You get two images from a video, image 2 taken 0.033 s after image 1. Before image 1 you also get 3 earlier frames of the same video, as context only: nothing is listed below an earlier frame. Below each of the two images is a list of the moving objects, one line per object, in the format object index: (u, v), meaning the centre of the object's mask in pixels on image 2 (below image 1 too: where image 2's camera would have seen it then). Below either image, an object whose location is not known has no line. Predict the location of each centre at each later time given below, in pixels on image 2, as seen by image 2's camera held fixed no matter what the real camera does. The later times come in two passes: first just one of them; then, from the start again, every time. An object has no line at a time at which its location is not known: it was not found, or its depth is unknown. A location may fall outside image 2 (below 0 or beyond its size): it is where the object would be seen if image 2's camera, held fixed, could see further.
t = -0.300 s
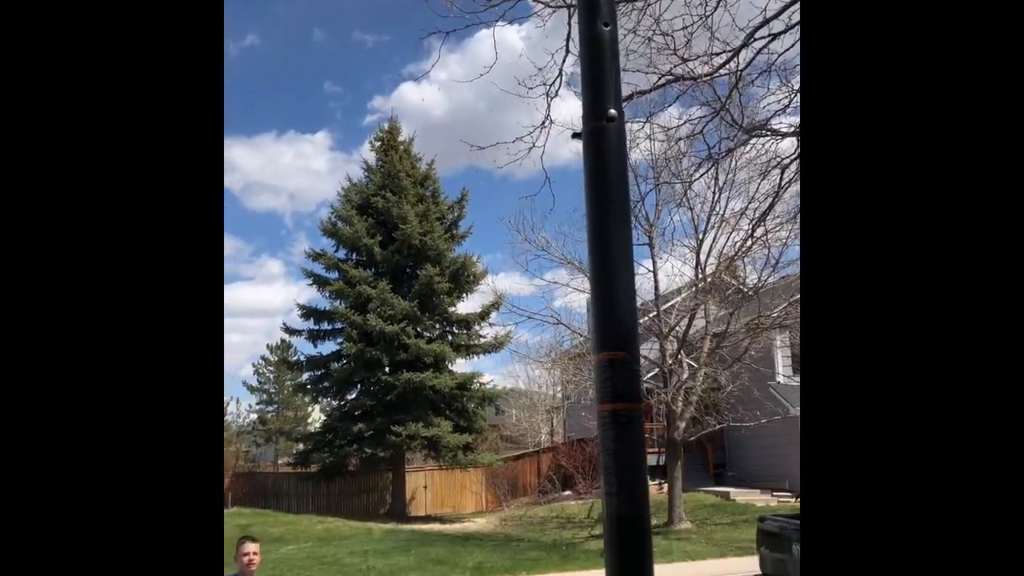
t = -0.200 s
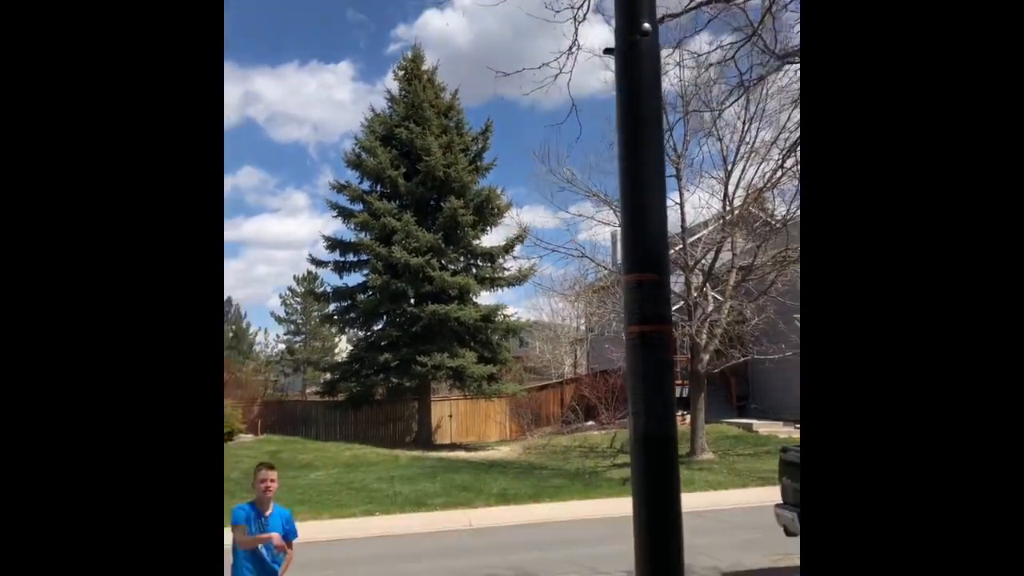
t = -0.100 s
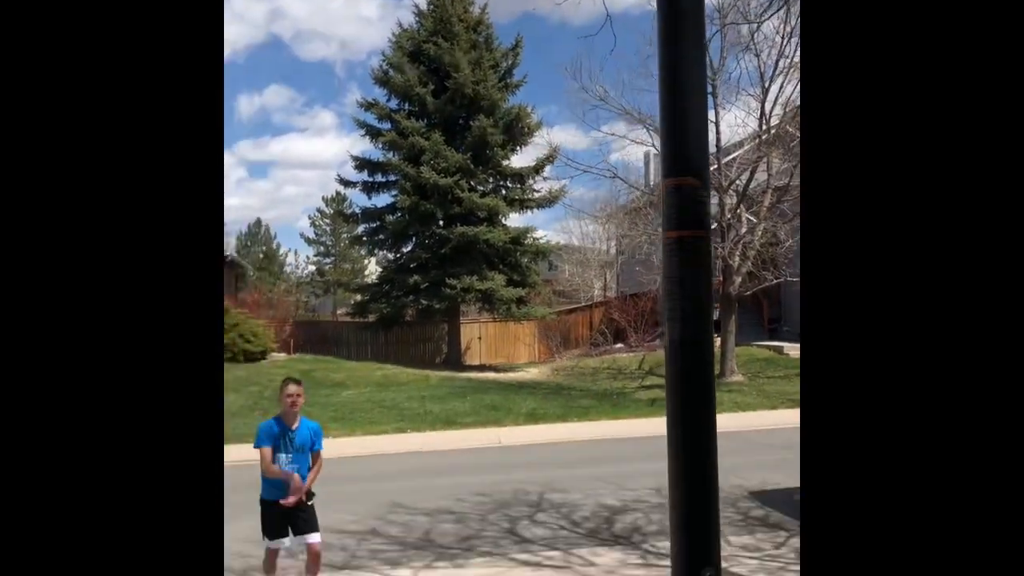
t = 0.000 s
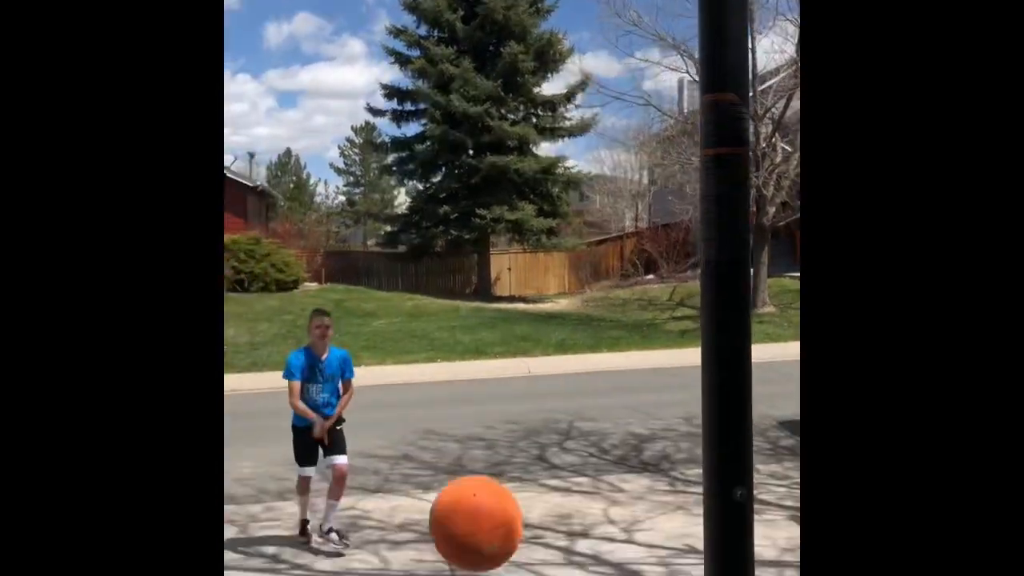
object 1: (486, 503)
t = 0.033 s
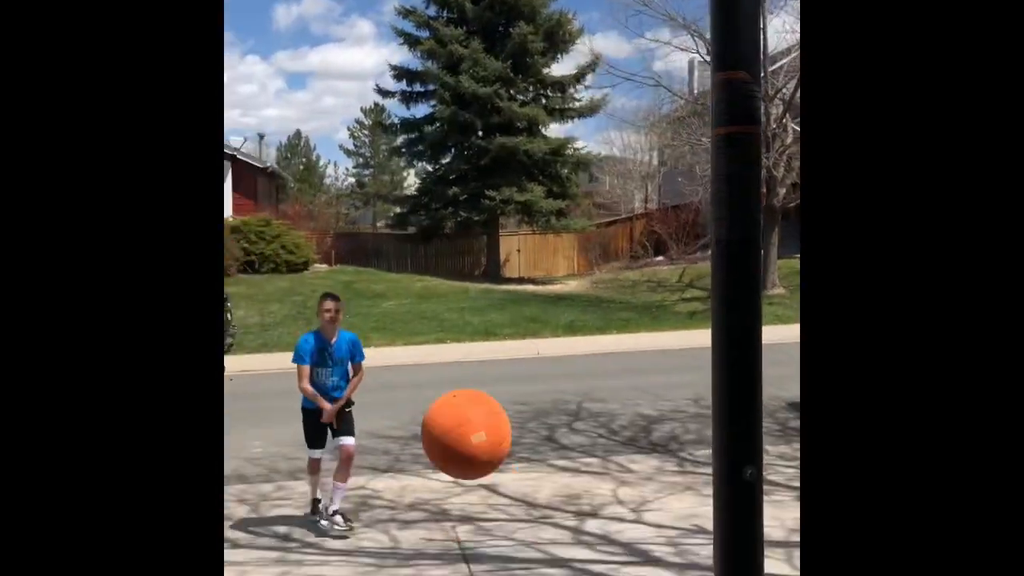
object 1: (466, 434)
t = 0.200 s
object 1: (382, 192)
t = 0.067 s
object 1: (448, 373)
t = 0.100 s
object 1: (430, 319)
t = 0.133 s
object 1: (413, 270)
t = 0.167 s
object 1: (397, 228)
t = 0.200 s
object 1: (382, 192)
